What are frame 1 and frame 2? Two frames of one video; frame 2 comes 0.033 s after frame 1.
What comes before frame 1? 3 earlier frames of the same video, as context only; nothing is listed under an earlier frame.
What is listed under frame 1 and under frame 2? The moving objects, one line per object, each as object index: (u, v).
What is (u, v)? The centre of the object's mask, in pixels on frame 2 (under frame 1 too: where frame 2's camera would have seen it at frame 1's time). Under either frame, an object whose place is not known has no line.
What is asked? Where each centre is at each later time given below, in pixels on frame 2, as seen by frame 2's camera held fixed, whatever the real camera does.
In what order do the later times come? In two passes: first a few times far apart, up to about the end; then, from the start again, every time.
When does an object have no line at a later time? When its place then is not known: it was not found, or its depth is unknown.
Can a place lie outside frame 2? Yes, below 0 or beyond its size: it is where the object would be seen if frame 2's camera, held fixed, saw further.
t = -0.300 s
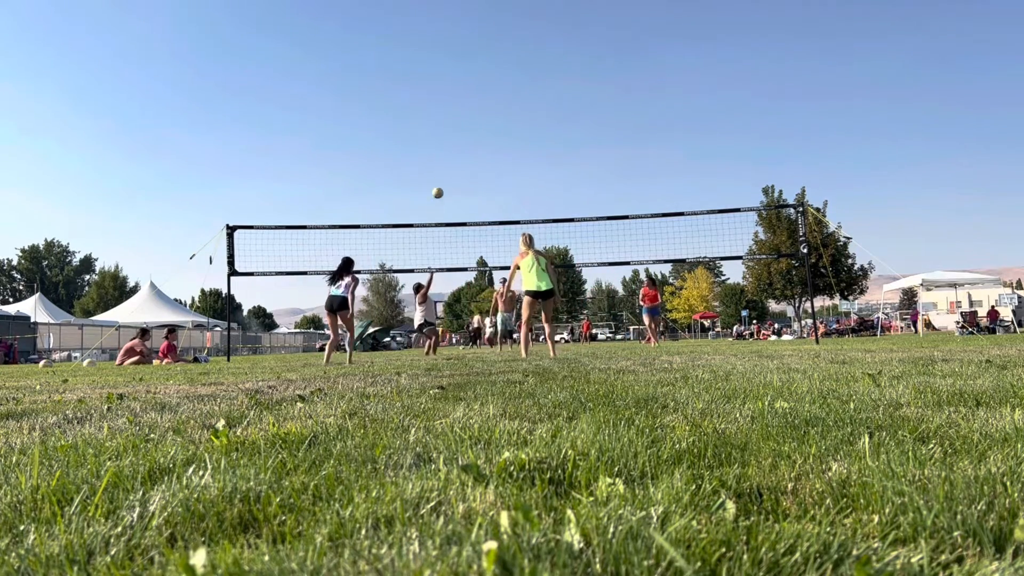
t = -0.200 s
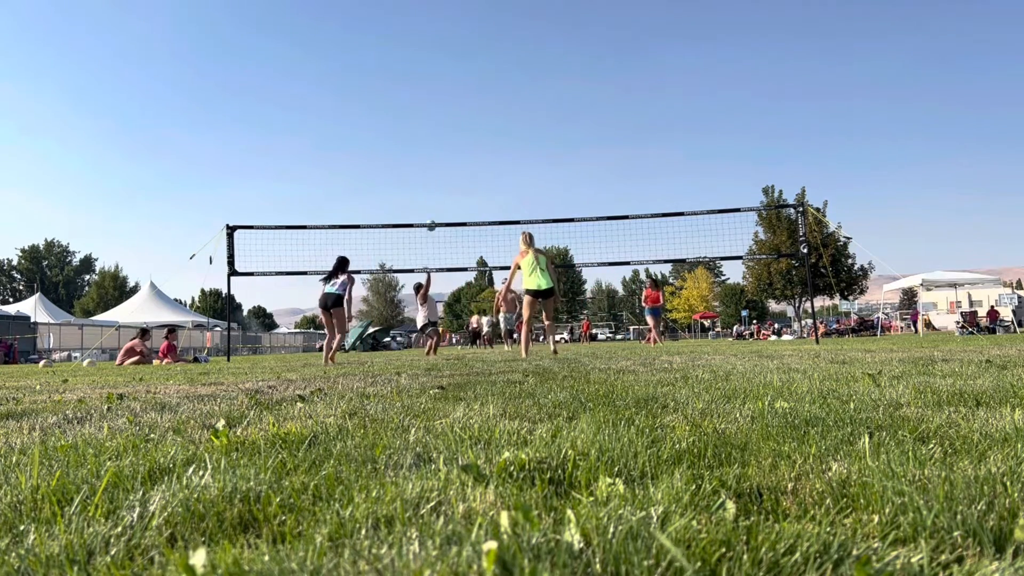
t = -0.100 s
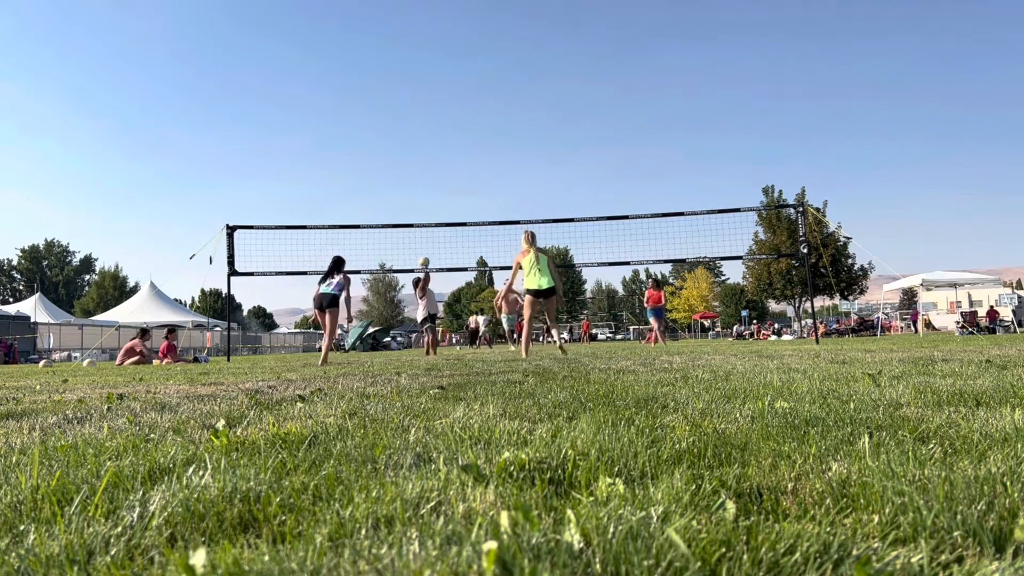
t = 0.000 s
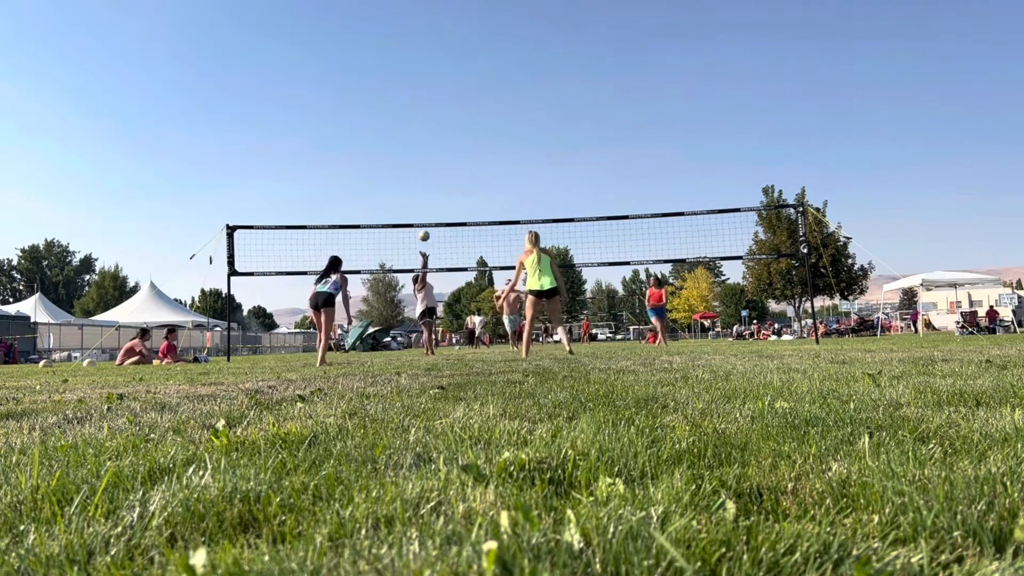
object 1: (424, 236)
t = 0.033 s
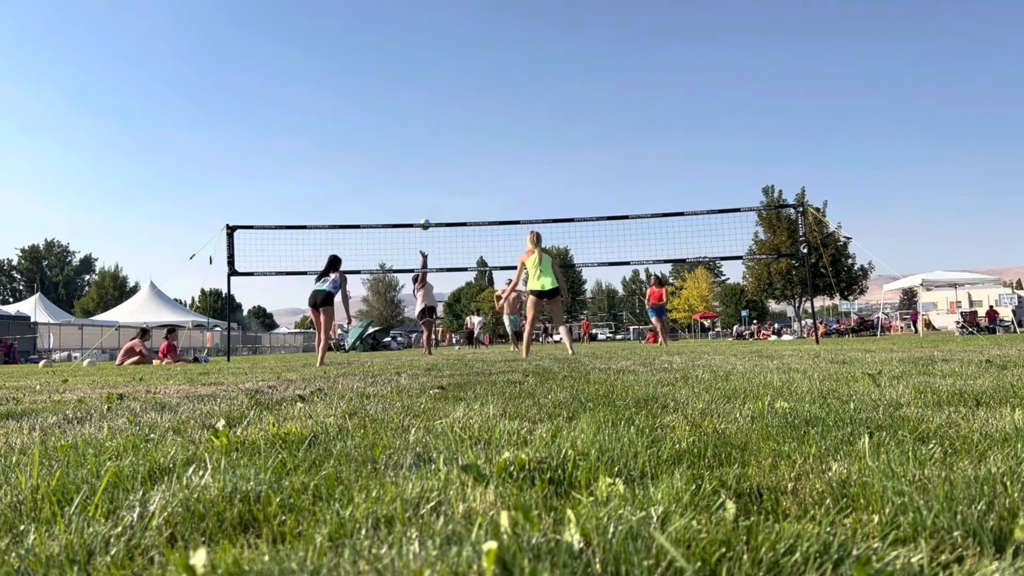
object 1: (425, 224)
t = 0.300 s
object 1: (430, 154)
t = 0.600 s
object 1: (435, 118)
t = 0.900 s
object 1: (441, 125)
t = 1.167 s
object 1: (446, 169)
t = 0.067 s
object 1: (425, 213)
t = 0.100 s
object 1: (426, 203)
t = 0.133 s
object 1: (427, 193)
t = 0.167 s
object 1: (427, 184)
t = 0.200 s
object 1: (428, 176)
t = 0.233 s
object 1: (429, 168)
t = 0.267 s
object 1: (430, 160)
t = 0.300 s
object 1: (430, 154)
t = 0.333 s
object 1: (431, 147)
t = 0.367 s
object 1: (432, 142)
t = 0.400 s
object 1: (432, 137)
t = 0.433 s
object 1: (433, 132)
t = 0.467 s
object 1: (433, 128)
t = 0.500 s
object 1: (434, 125)
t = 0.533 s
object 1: (434, 122)
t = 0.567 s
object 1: (435, 119)
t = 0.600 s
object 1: (435, 118)
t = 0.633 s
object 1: (436, 116)
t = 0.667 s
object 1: (437, 116)
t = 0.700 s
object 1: (437, 115)
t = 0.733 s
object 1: (438, 116)
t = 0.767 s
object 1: (439, 116)
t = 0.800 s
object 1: (439, 118)
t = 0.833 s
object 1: (440, 120)
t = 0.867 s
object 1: (441, 122)
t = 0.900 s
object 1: (441, 125)
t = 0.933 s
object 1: (442, 129)
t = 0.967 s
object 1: (442, 133)
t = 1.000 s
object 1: (443, 138)
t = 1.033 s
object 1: (443, 143)
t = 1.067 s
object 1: (444, 149)
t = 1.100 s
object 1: (444, 155)
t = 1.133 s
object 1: (445, 162)
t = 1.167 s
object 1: (446, 169)
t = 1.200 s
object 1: (446, 176)
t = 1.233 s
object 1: (447, 185)
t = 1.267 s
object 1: (448, 193)
